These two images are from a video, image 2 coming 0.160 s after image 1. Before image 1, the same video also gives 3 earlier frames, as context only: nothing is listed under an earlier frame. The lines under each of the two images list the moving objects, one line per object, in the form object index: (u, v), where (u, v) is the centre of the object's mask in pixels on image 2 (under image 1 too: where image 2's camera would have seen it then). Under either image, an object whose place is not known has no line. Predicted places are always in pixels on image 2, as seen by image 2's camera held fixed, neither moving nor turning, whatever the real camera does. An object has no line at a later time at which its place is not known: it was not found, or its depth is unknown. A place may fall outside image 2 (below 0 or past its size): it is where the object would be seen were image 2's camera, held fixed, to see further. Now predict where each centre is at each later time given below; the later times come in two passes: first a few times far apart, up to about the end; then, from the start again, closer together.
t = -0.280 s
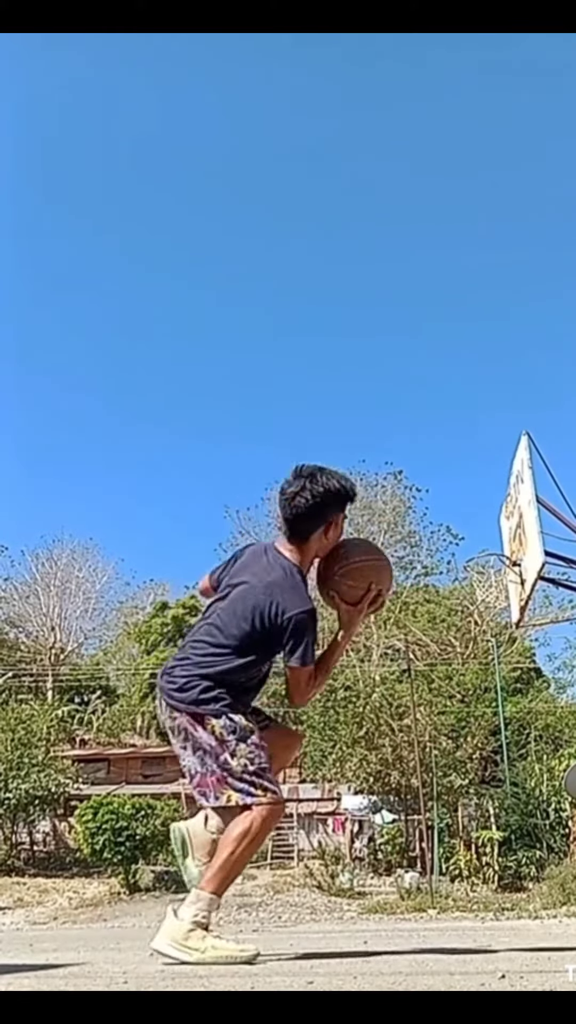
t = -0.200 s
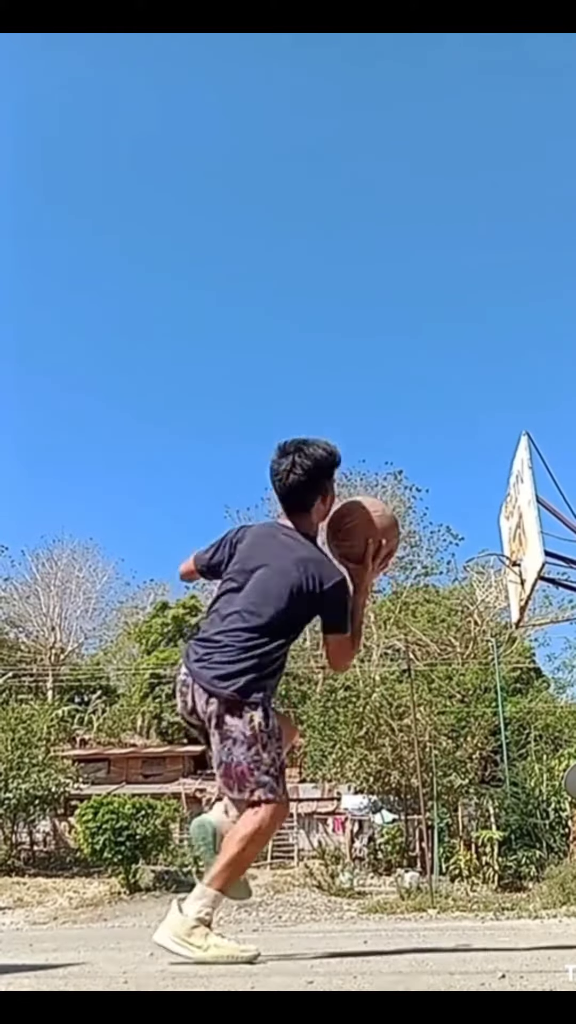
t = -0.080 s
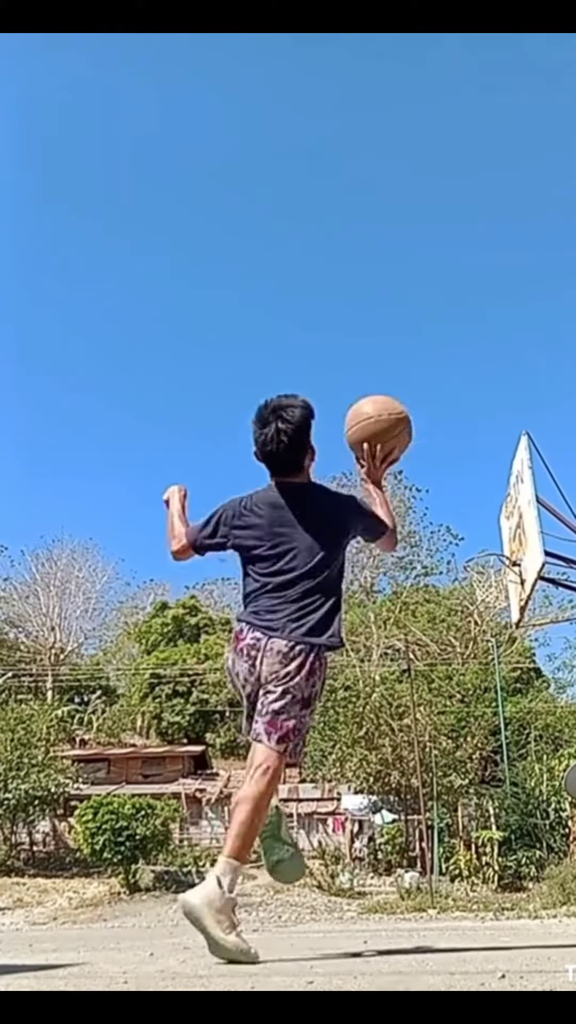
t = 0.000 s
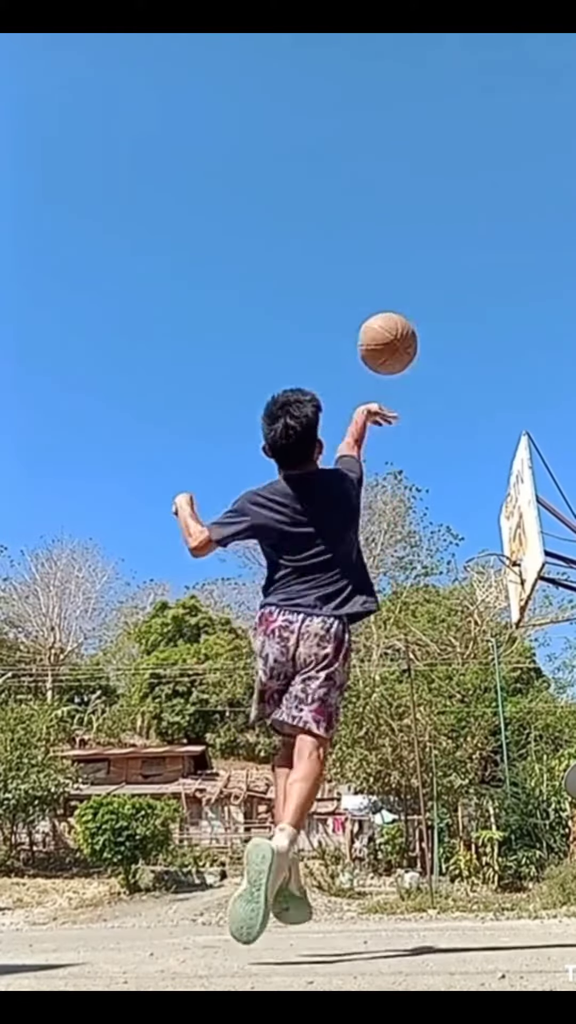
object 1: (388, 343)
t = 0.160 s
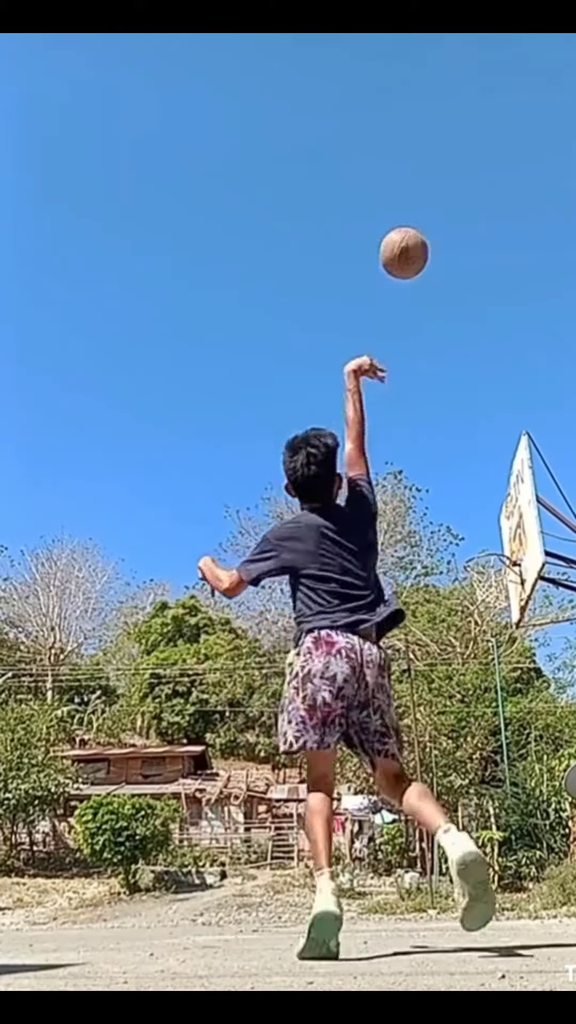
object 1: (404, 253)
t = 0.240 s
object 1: (410, 234)
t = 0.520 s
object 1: (432, 246)
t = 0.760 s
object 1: (451, 319)
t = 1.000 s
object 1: (469, 432)
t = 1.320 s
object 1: (473, 597)
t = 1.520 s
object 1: (436, 634)
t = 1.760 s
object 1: (393, 734)
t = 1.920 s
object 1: (367, 835)
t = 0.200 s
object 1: (407, 242)
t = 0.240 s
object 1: (410, 234)
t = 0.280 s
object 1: (414, 229)
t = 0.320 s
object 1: (417, 227)
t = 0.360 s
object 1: (420, 227)
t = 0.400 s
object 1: (423, 229)
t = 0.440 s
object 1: (426, 233)
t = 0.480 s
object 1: (429, 239)
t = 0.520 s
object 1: (432, 246)
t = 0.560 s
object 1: (435, 255)
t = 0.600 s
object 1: (438, 266)
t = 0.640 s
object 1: (442, 277)
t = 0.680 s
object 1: (445, 290)
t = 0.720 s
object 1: (448, 303)
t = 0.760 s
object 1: (451, 319)
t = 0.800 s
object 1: (454, 335)
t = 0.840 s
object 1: (457, 353)
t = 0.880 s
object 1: (460, 371)
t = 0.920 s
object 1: (463, 391)
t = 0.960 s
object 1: (466, 411)
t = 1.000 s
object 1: (469, 432)
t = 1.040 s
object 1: (471, 455)
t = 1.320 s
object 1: (473, 597)
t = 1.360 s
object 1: (467, 600)
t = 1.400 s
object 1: (459, 606)
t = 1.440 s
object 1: (451, 614)
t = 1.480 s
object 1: (444, 624)
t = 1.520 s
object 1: (436, 634)
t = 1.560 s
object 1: (429, 646)
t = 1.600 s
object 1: (421, 659)
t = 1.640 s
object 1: (414, 676)
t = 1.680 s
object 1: (407, 693)
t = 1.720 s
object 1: (400, 712)
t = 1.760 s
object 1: (393, 734)
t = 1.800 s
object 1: (387, 757)
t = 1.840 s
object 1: (379, 781)
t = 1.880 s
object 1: (373, 807)
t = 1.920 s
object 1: (367, 835)
